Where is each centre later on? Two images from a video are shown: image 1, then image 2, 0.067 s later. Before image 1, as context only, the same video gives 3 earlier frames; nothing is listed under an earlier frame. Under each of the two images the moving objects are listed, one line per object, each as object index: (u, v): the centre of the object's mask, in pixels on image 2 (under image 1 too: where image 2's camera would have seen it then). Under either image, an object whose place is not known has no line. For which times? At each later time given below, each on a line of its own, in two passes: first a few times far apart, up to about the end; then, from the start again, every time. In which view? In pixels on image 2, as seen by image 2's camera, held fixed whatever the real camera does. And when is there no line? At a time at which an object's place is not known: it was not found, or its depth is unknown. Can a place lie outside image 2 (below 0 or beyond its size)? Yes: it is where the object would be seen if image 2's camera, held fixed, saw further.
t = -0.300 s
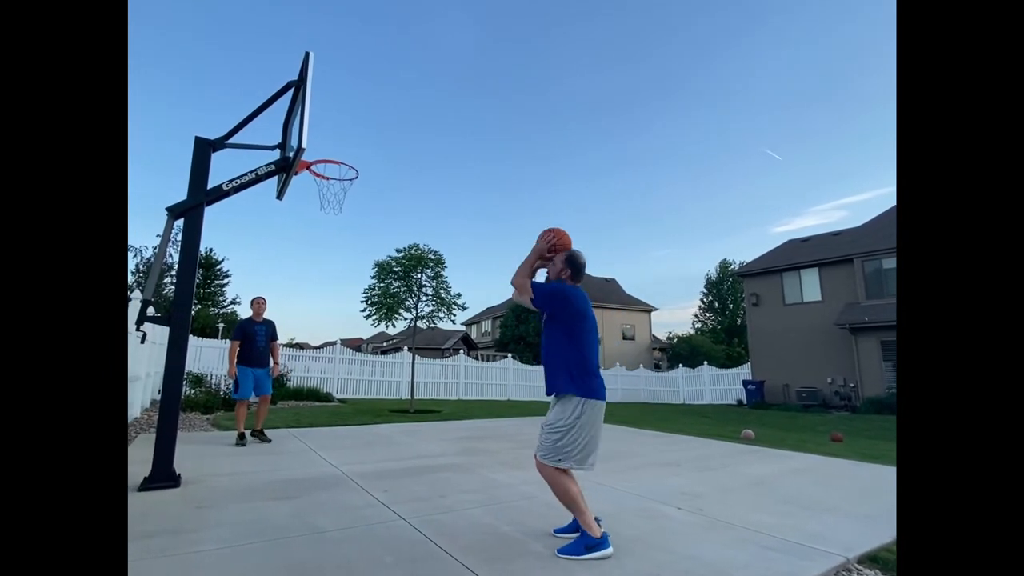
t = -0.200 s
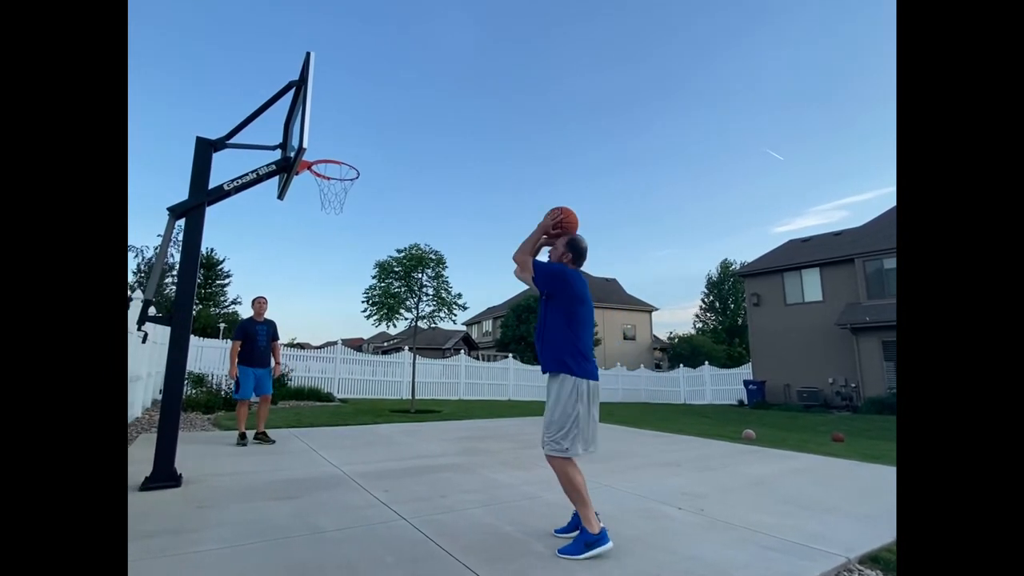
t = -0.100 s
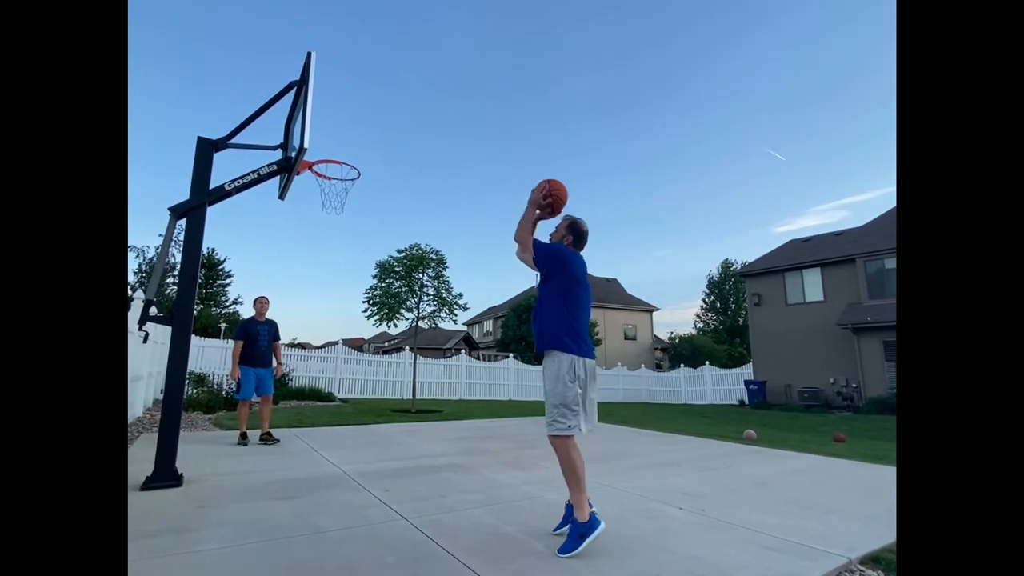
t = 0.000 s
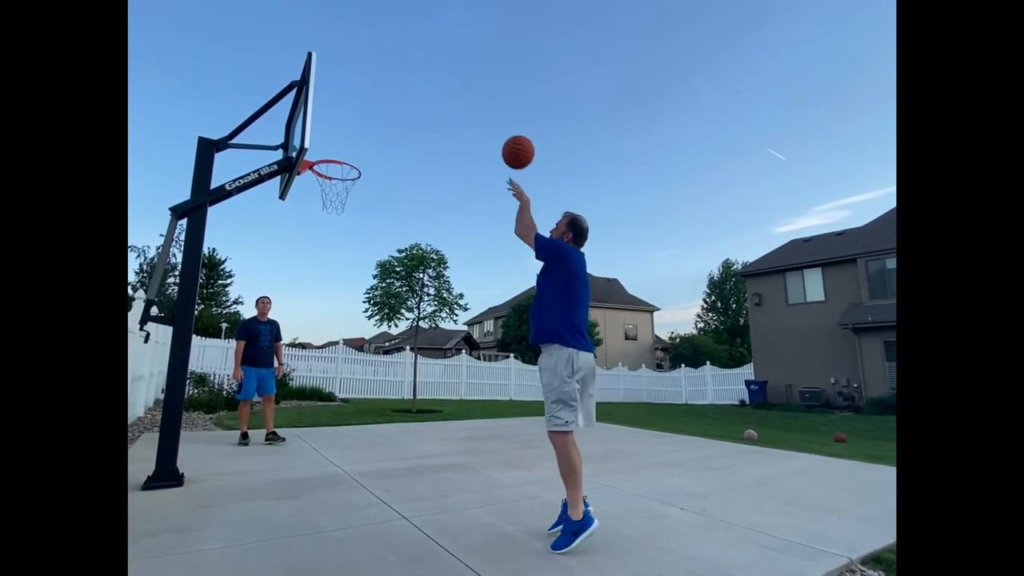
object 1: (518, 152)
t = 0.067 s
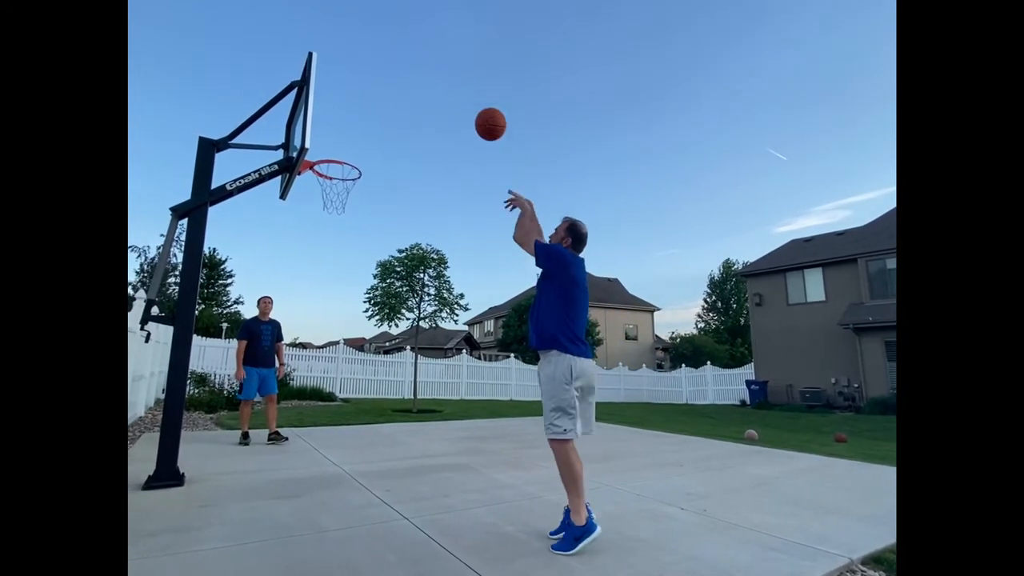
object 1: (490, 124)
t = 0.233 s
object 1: (430, 84)
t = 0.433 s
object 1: (369, 79)
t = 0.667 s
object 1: (323, 119)
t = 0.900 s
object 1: (341, 185)
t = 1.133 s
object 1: (337, 224)
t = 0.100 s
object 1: (477, 113)
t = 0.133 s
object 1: (465, 103)
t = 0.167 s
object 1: (452, 95)
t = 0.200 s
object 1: (441, 89)
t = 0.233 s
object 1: (430, 84)
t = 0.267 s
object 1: (419, 80)
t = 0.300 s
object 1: (409, 78)
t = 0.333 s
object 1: (398, 77)
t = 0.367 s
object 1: (388, 77)
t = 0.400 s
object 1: (379, 77)
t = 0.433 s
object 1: (369, 79)
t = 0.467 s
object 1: (360, 82)
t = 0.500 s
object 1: (351, 86)
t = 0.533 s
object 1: (342, 91)
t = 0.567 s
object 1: (333, 97)
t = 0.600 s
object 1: (325, 104)
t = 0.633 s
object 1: (321, 111)
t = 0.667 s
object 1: (323, 119)
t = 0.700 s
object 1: (325, 128)
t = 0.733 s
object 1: (329, 138)
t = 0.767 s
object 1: (332, 148)
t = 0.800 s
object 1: (335, 159)
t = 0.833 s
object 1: (338, 171)
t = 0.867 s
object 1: (340, 180)
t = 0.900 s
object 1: (341, 185)
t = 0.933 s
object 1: (341, 190)
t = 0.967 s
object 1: (341, 194)
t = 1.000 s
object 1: (340, 198)
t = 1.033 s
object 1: (340, 203)
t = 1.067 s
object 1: (339, 209)
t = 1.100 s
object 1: (338, 216)
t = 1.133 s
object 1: (337, 224)
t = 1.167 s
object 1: (337, 233)
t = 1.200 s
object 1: (335, 243)
